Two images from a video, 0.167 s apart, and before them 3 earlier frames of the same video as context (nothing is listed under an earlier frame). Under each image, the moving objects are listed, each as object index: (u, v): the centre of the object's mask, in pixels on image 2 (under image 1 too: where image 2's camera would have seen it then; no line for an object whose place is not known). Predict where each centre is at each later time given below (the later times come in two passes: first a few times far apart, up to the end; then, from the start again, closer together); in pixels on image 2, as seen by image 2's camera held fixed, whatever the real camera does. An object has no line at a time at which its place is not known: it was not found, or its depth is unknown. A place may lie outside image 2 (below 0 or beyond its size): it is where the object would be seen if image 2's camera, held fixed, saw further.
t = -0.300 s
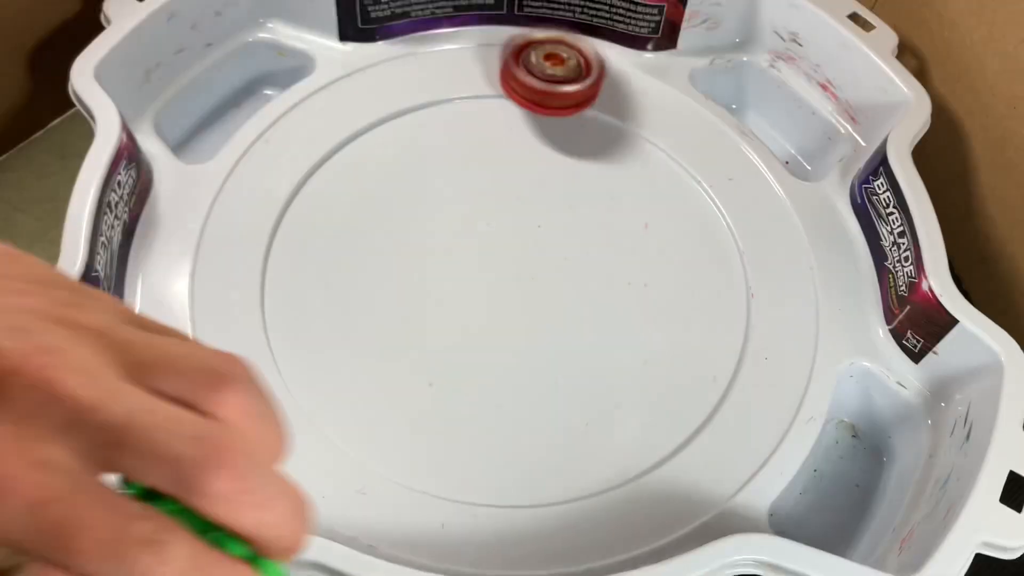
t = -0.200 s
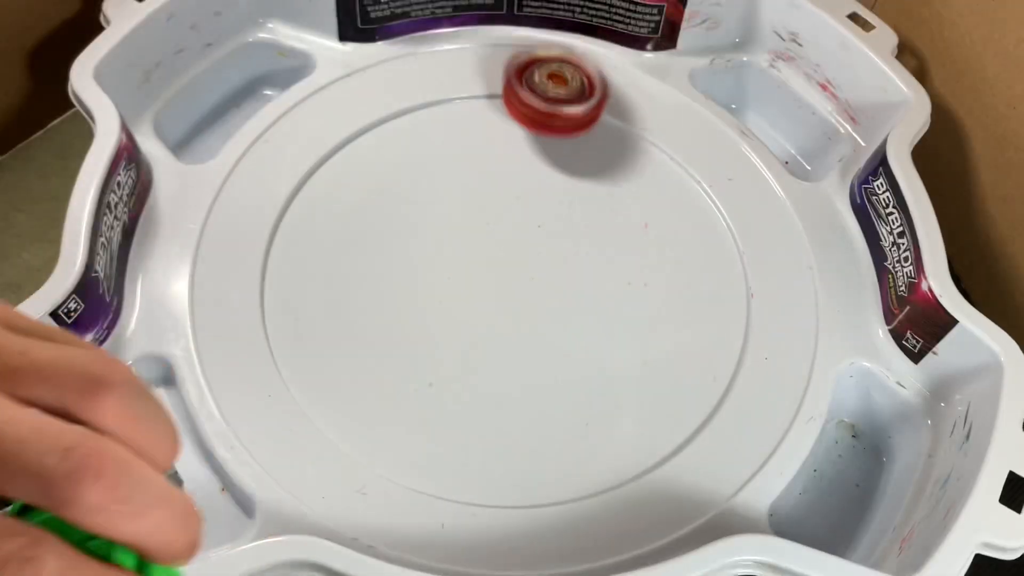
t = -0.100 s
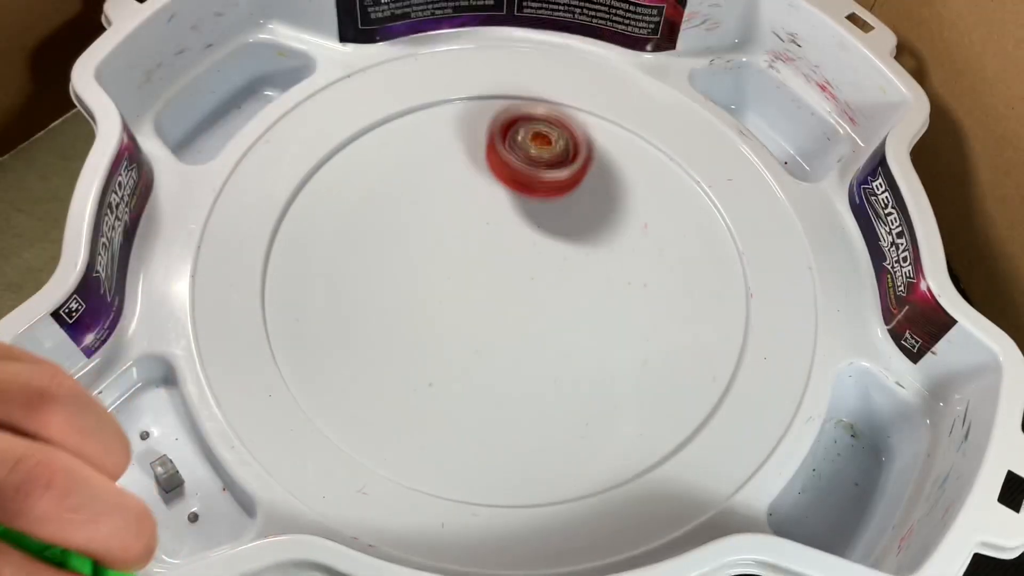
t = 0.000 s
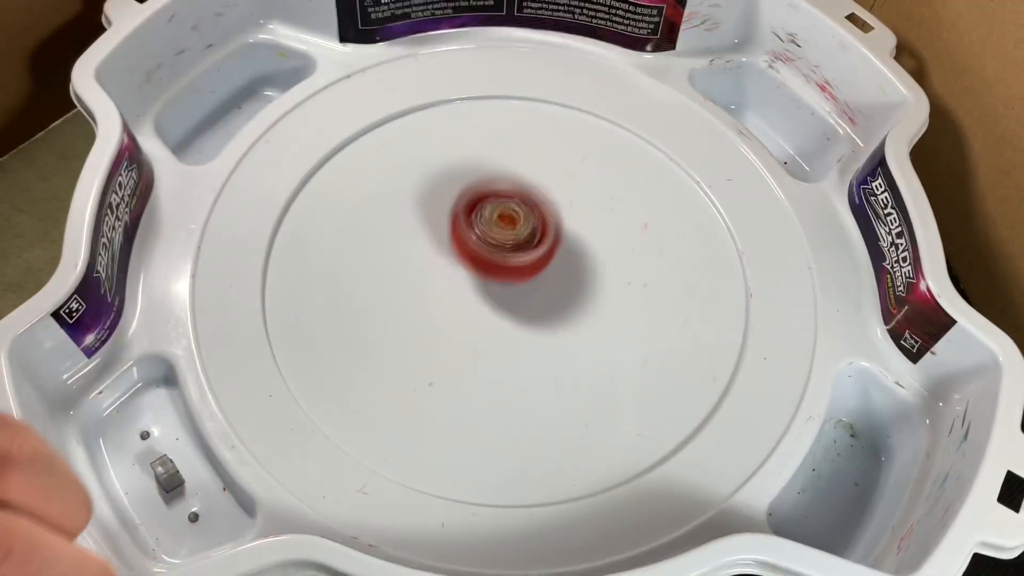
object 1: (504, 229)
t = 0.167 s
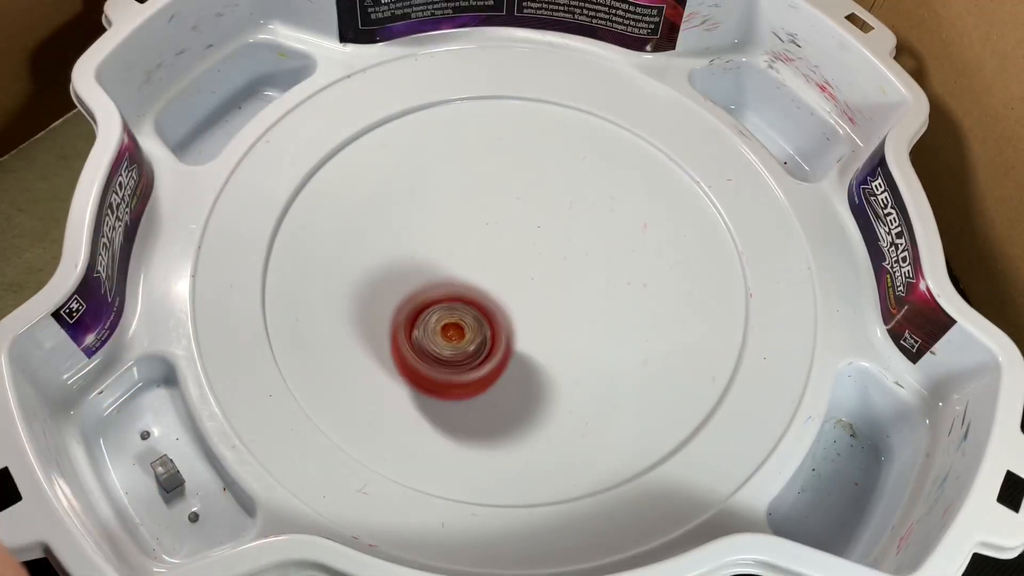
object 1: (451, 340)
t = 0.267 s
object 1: (450, 370)
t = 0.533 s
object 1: (548, 301)
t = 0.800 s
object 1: (524, 197)
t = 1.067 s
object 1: (429, 228)
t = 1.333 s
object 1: (489, 314)
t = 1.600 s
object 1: (578, 262)
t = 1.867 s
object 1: (508, 205)
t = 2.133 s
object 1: (475, 276)
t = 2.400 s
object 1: (559, 304)
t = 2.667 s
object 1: (557, 237)
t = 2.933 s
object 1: (502, 267)
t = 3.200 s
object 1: (539, 314)
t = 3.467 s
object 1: (553, 263)
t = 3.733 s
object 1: (516, 268)
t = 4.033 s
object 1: (499, 300)
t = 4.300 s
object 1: (523, 282)
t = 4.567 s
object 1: (528, 286)
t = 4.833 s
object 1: (508, 264)
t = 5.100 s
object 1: (517, 265)
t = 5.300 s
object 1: (516, 267)
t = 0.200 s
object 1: (447, 354)
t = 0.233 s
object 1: (447, 364)
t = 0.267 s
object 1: (450, 370)
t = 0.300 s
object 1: (458, 372)
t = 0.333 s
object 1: (468, 370)
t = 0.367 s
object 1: (482, 365)
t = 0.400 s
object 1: (497, 356)
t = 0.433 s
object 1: (511, 345)
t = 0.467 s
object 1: (526, 332)
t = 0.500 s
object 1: (538, 317)
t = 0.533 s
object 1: (548, 301)
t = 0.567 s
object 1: (555, 284)
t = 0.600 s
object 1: (559, 268)
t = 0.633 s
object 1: (559, 252)
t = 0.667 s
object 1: (557, 238)
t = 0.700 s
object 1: (553, 224)
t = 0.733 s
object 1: (545, 213)
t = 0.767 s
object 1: (535, 205)
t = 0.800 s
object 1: (524, 197)
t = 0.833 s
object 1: (512, 193)
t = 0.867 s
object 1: (498, 191)
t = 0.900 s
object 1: (485, 192)
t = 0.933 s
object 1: (471, 194)
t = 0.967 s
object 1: (459, 199)
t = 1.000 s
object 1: (447, 207)
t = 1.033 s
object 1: (437, 216)
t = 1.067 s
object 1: (429, 228)
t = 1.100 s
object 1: (424, 240)
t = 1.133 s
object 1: (423, 254)
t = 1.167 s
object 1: (426, 268)
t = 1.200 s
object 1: (433, 281)
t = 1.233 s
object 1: (444, 293)
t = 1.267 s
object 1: (457, 303)
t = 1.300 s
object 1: (473, 310)
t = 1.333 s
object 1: (489, 314)
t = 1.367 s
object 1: (506, 316)
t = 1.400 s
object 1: (523, 315)
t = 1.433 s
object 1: (538, 311)
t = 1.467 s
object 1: (552, 304)
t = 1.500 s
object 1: (563, 296)
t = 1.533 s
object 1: (571, 285)
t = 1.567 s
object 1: (576, 274)
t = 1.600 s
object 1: (578, 262)
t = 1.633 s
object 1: (576, 250)
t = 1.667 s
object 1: (572, 239)
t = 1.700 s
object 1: (565, 229)
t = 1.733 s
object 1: (556, 221)
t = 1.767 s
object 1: (545, 213)
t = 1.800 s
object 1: (534, 208)
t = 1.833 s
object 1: (521, 205)
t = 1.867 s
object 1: (508, 205)
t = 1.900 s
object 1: (496, 208)
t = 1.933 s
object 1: (484, 213)
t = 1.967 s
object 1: (475, 222)
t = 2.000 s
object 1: (469, 231)
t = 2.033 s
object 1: (466, 243)
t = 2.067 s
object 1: (466, 254)
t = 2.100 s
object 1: (469, 264)
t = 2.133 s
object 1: (475, 276)
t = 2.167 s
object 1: (482, 286)
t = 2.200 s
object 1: (492, 295)
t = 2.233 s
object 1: (502, 303)
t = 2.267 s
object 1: (514, 308)
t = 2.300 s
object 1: (526, 311)
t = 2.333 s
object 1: (538, 311)
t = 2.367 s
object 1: (550, 309)
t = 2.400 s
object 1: (559, 304)
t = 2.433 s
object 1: (568, 297)
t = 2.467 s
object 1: (575, 289)
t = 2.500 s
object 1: (579, 279)
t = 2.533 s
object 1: (580, 270)
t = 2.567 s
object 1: (578, 259)
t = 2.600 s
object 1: (573, 250)
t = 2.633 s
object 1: (566, 242)
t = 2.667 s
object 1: (557, 237)
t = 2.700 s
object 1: (547, 233)
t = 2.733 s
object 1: (538, 233)
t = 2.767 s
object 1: (529, 235)
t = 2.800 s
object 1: (520, 237)
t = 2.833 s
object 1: (514, 244)
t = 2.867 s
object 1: (508, 250)
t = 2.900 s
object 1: (504, 259)
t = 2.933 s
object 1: (502, 267)
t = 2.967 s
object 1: (502, 277)
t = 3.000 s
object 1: (503, 285)
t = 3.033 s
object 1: (506, 293)
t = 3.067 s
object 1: (511, 301)
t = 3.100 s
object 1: (517, 308)
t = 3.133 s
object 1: (524, 311)
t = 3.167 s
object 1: (532, 314)
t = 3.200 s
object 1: (539, 314)
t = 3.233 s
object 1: (547, 311)
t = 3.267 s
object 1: (554, 307)
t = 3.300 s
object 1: (559, 301)
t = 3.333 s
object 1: (562, 293)
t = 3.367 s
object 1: (562, 284)
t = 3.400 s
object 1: (561, 276)
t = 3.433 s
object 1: (557, 269)
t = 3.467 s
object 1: (553, 263)
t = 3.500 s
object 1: (549, 258)
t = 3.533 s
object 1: (545, 255)
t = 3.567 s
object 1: (542, 254)
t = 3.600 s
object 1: (539, 253)
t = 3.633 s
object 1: (535, 256)
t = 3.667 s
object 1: (530, 258)
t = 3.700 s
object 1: (524, 262)
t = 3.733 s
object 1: (516, 268)
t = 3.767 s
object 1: (509, 273)
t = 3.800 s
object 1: (503, 280)
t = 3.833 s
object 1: (498, 287)
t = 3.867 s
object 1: (496, 292)
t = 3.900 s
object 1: (495, 296)
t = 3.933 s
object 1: (496, 299)
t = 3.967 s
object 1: (496, 301)
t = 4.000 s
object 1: (497, 301)
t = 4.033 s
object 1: (499, 300)
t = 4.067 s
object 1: (501, 299)
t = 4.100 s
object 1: (503, 296)
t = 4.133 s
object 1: (506, 293)
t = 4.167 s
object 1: (509, 290)
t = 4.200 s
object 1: (512, 288)
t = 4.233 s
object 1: (516, 285)
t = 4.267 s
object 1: (519, 283)
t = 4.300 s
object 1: (523, 282)
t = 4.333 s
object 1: (525, 281)
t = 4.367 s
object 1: (527, 280)
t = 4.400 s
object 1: (529, 280)
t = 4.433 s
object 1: (530, 281)
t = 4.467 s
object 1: (531, 282)
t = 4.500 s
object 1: (531, 283)
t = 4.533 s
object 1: (530, 284)
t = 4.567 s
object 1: (528, 286)
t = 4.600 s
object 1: (526, 288)
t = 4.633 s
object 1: (523, 289)
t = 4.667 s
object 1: (519, 291)
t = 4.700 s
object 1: (515, 292)
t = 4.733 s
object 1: (503, 268)
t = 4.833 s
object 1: (508, 264)
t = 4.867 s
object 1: (510, 265)
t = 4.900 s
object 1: (511, 265)
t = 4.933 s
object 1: (513, 264)
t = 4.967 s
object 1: (515, 264)
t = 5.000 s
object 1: (516, 264)
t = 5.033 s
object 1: (517, 265)
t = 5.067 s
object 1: (517, 266)
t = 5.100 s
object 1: (517, 265)
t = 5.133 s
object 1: (517, 266)
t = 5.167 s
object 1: (517, 267)
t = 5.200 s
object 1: (517, 267)
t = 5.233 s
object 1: (517, 268)
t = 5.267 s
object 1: (516, 268)
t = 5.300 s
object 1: (516, 267)
